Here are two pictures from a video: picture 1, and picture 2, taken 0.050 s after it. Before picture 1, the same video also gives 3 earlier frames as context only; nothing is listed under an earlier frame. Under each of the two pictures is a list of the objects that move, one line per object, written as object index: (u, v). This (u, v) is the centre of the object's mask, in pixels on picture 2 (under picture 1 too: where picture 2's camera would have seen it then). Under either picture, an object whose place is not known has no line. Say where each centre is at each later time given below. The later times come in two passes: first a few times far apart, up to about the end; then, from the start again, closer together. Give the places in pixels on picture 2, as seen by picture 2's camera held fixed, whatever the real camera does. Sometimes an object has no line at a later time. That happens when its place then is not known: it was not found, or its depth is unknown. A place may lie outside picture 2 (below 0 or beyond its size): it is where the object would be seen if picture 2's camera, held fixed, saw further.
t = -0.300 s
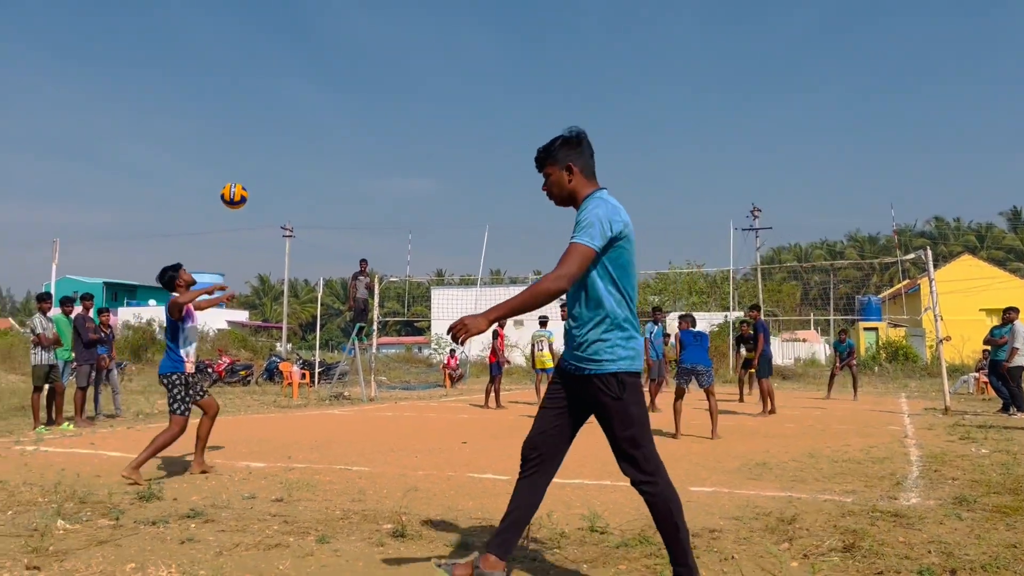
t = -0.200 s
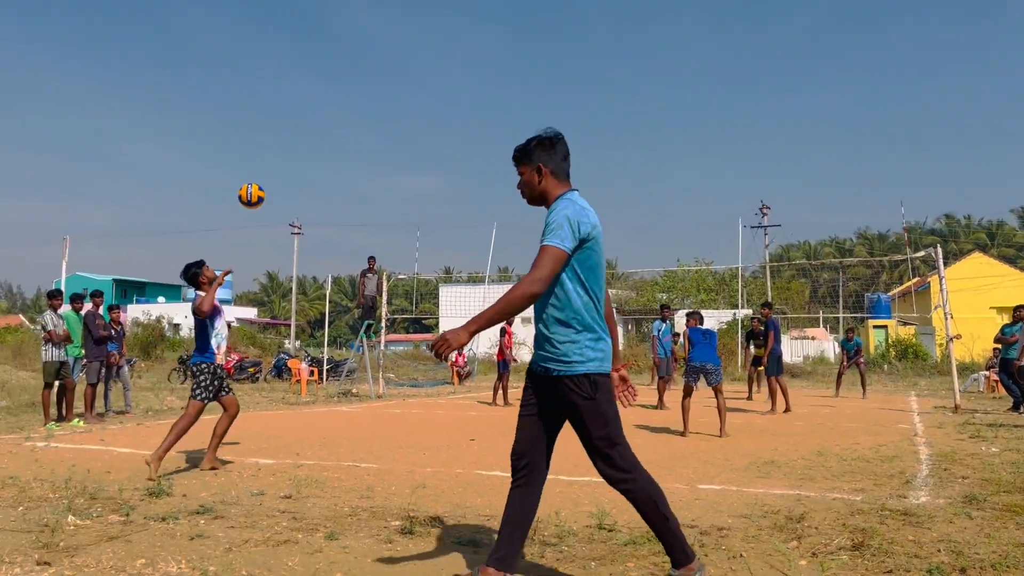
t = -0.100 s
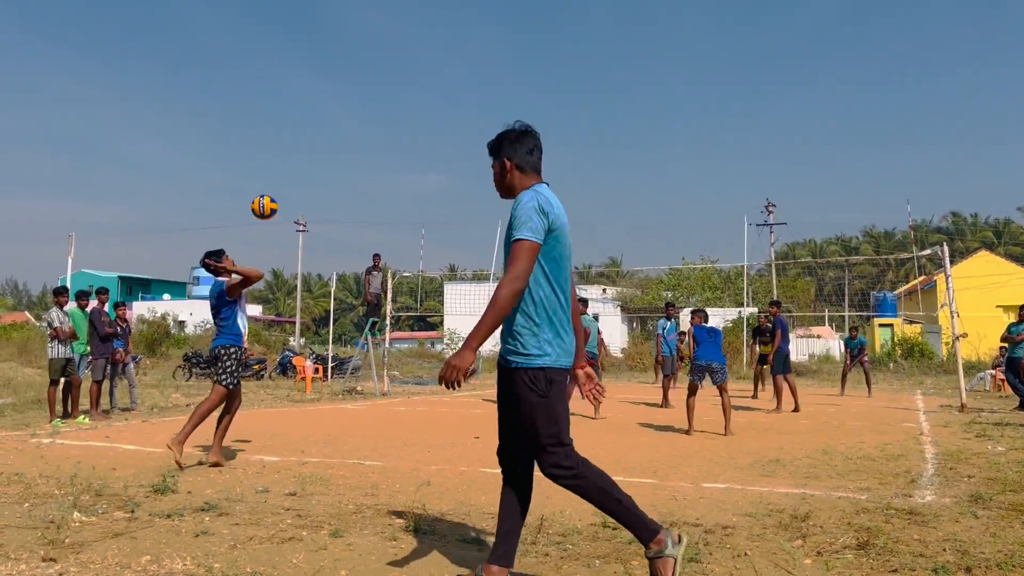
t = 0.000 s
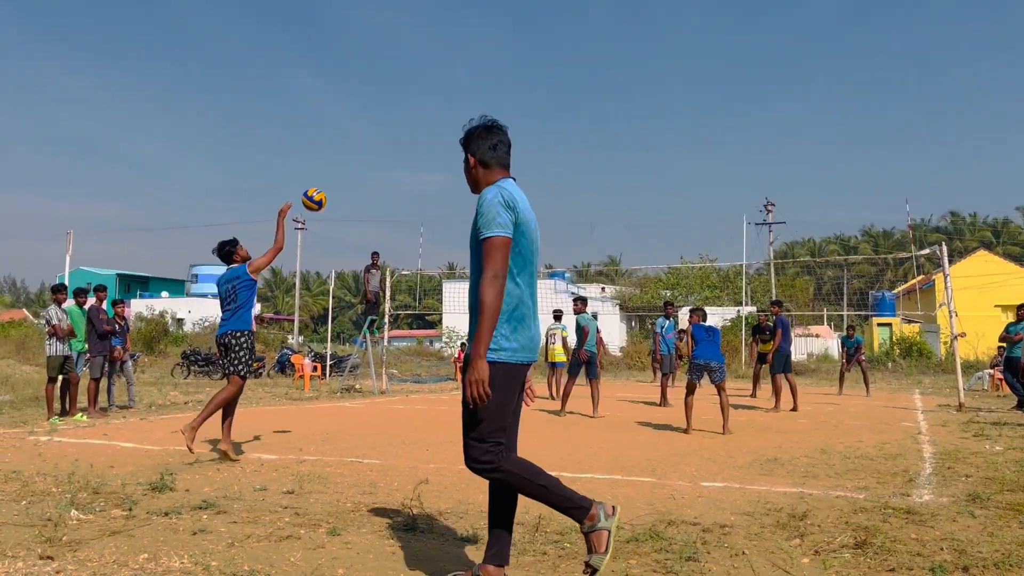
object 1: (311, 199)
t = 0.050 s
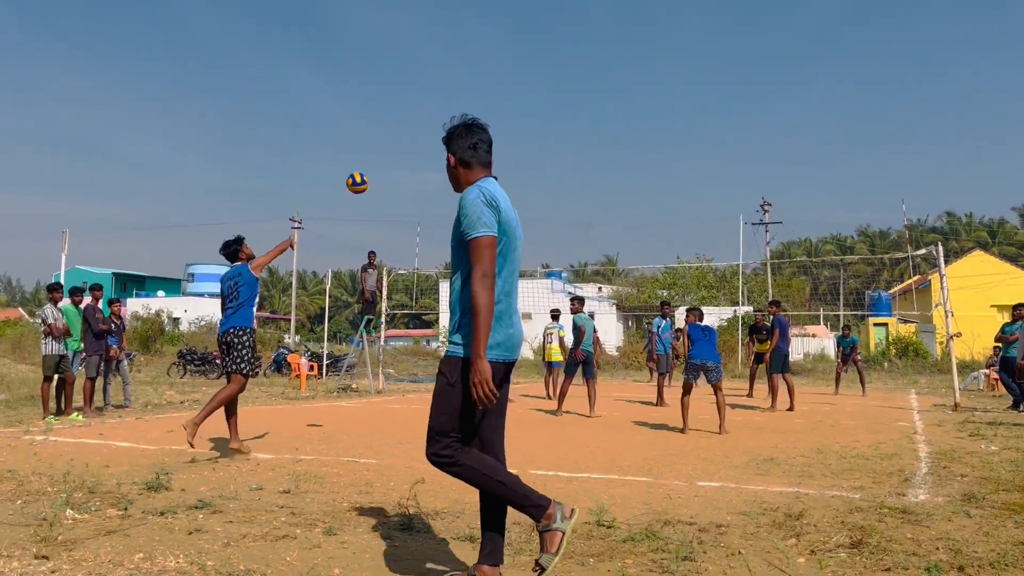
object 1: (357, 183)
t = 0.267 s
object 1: (496, 161)
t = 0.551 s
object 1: (598, 193)
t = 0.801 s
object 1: (653, 246)
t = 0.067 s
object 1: (371, 179)
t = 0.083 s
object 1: (384, 175)
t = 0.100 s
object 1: (397, 172)
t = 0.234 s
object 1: (480, 161)
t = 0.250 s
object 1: (488, 161)
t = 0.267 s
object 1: (496, 161)
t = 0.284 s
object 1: (504, 162)
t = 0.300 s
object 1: (512, 162)
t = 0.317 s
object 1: (519, 164)
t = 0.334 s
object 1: (526, 164)
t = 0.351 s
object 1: (533, 166)
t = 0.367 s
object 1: (539, 167)
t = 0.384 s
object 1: (546, 169)
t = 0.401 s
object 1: (552, 171)
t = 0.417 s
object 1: (557, 172)
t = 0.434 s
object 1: (563, 175)
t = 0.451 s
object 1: (569, 177)
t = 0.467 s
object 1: (574, 179)
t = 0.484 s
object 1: (578, 182)
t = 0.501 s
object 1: (583, 184)
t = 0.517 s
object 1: (589, 187)
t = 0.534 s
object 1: (593, 190)
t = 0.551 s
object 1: (598, 193)
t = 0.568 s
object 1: (602, 196)
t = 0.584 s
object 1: (607, 199)
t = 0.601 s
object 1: (611, 202)
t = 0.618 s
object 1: (615, 206)
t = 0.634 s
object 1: (619, 209)
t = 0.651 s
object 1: (623, 213)
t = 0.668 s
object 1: (627, 216)
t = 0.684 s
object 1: (630, 220)
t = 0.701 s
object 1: (633, 223)
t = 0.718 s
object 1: (637, 227)
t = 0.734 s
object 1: (640, 230)
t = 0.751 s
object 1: (643, 235)
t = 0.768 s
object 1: (647, 238)
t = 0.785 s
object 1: (650, 243)
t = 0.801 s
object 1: (653, 246)
